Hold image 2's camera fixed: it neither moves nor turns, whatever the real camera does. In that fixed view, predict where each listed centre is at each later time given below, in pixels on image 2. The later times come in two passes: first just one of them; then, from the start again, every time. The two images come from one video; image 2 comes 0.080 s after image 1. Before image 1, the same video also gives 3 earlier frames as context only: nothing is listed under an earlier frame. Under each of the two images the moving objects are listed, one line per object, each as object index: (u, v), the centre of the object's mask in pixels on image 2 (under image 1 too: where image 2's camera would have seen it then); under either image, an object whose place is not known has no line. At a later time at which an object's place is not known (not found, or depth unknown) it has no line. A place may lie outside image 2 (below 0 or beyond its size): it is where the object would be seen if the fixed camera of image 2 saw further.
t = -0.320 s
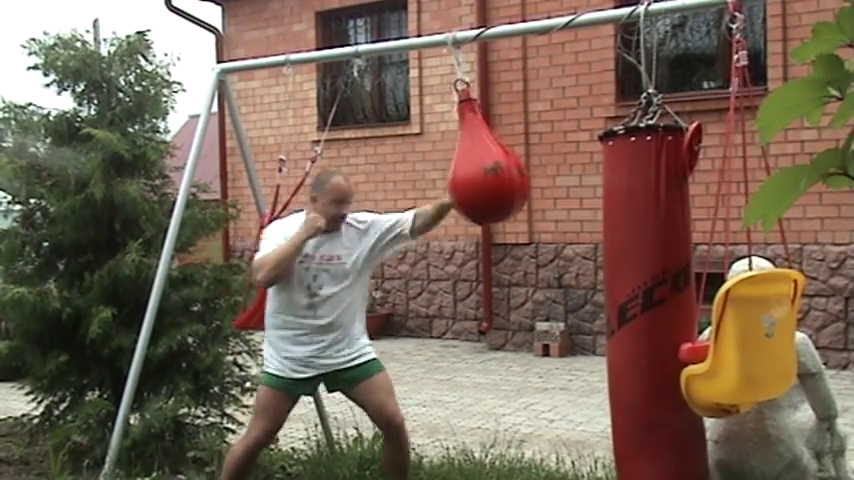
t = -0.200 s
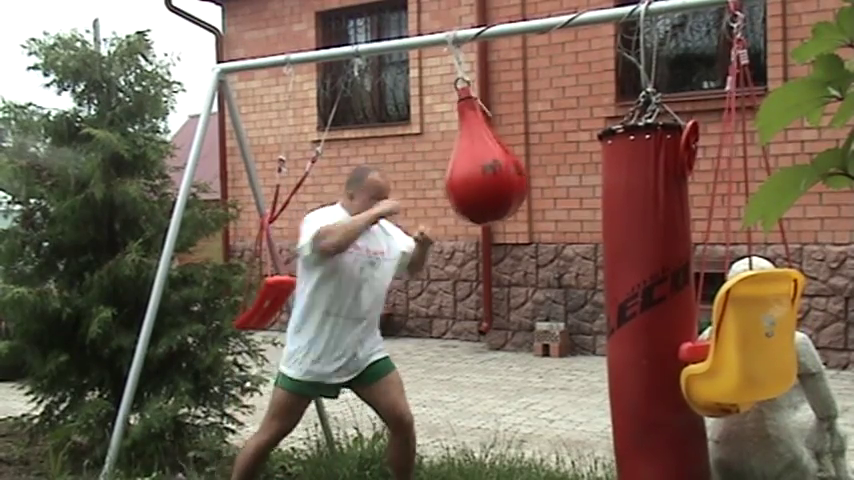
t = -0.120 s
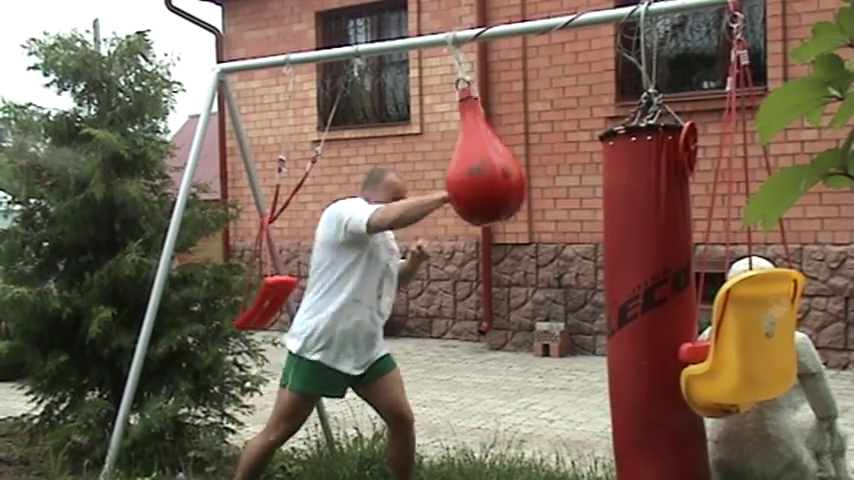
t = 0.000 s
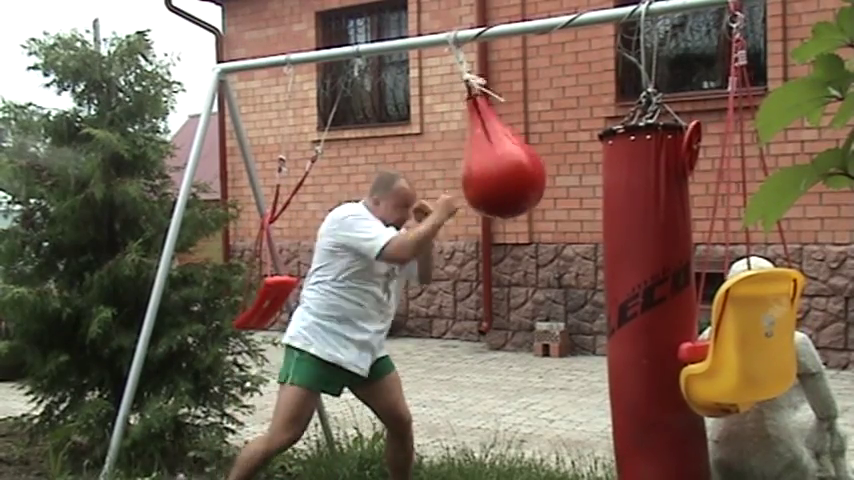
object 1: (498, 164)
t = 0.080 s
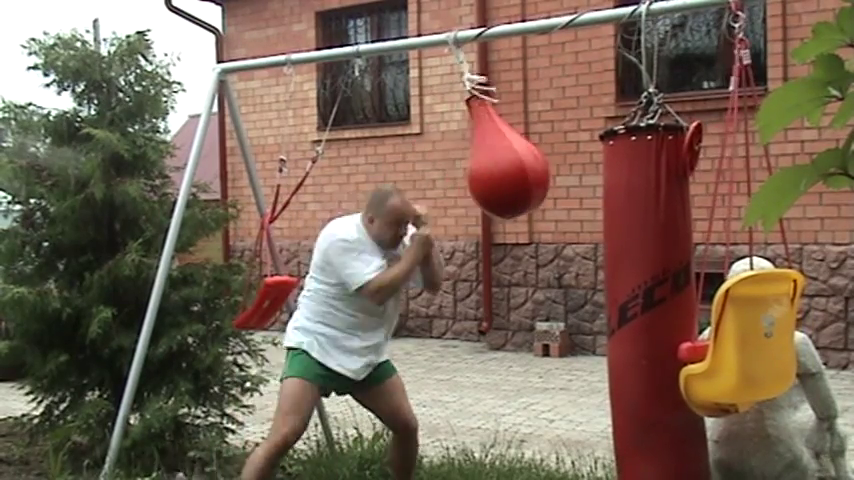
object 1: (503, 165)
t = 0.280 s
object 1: (491, 167)
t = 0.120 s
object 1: (502, 163)
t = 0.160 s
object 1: (501, 163)
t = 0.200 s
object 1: (499, 164)
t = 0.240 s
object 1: (495, 166)
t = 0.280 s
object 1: (491, 167)
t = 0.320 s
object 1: (486, 167)
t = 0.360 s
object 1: (479, 169)
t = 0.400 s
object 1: (472, 171)
